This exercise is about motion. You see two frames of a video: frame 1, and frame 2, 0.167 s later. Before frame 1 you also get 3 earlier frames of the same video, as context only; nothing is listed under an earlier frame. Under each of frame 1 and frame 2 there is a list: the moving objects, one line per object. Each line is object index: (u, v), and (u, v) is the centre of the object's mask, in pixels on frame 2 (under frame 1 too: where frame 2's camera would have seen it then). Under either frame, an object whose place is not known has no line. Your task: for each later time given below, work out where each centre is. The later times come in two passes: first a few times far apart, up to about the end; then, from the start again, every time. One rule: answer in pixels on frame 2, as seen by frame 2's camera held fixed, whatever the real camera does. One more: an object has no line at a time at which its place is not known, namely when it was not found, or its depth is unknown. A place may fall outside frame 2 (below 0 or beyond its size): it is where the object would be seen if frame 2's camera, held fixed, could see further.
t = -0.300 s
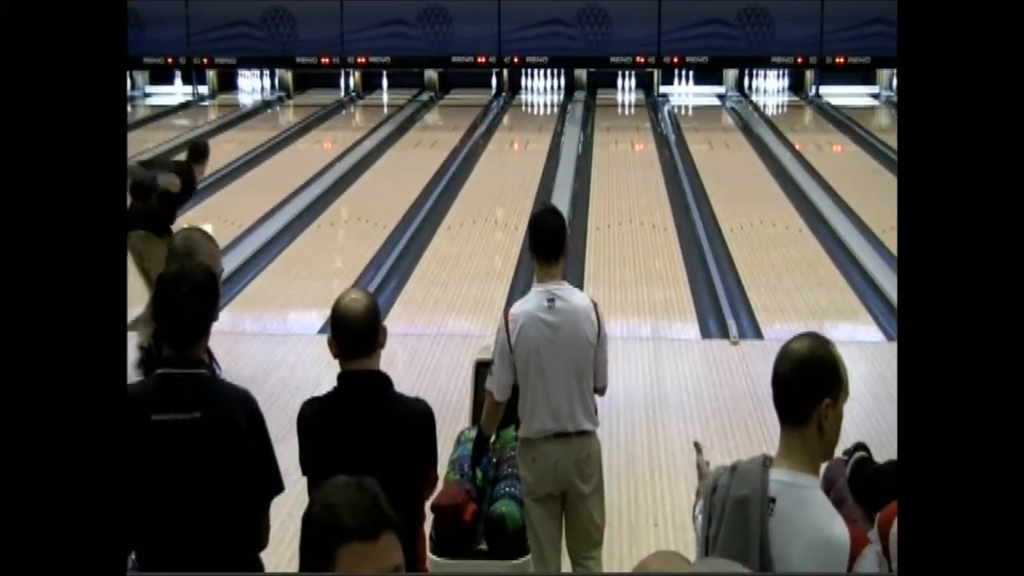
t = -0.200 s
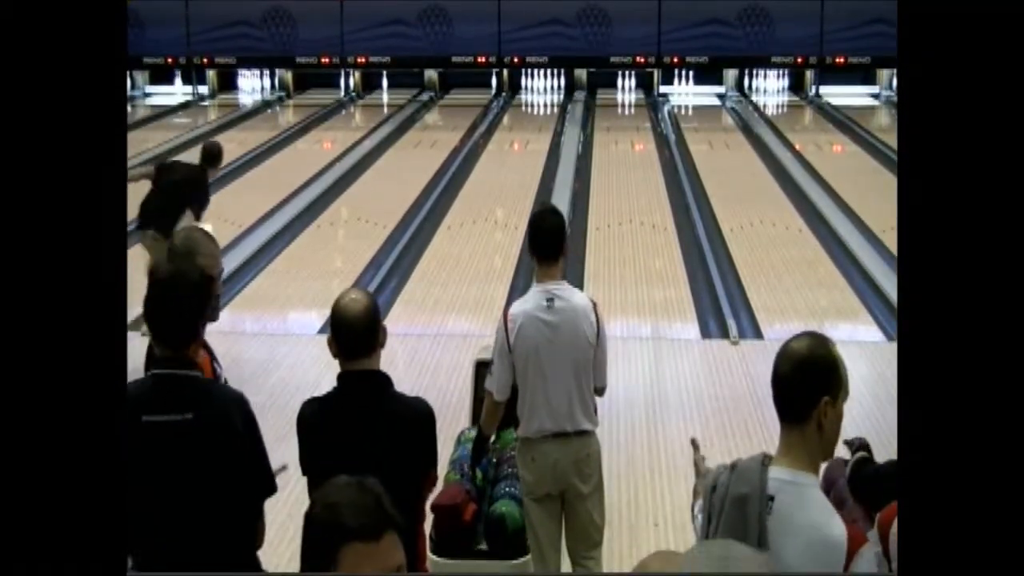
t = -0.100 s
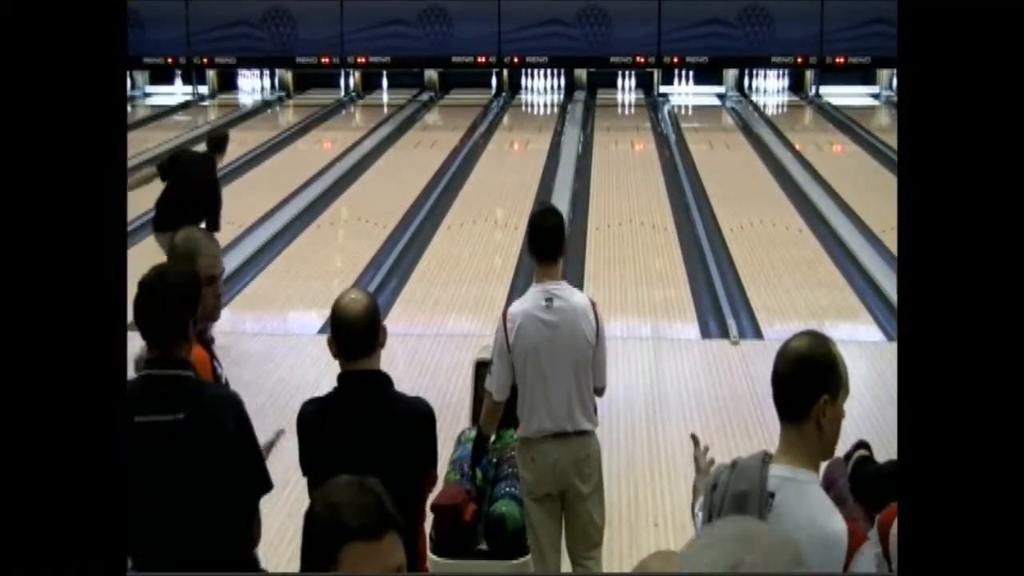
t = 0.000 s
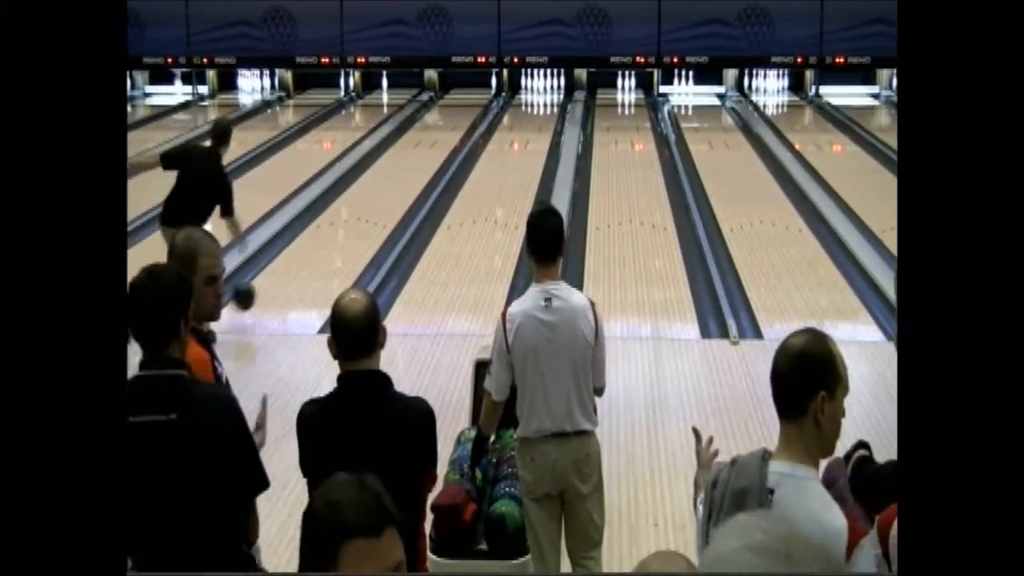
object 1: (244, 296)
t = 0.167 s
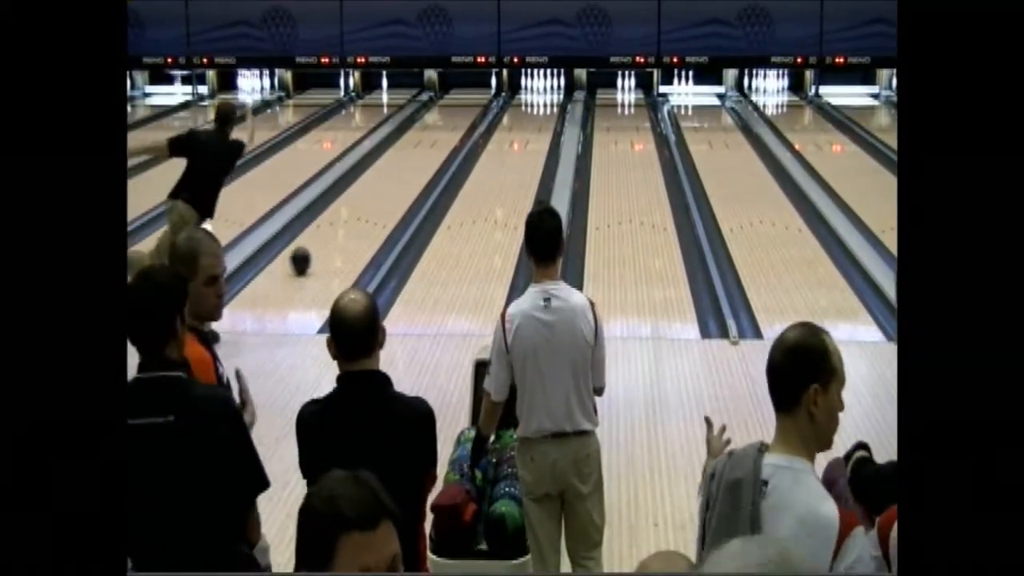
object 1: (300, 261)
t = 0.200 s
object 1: (310, 253)
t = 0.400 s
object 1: (358, 210)
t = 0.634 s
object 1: (399, 174)
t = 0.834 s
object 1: (426, 149)
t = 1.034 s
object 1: (448, 130)
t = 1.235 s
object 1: (465, 114)
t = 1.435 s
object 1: (480, 101)
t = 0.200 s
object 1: (310, 253)
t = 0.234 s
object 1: (319, 245)
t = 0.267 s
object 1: (327, 237)
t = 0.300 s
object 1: (336, 230)
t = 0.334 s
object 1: (343, 223)
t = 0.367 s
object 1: (351, 217)
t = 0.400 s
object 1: (358, 210)
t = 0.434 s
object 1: (365, 205)
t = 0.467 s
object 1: (371, 199)
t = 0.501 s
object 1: (377, 193)
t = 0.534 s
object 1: (383, 188)
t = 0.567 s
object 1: (389, 183)
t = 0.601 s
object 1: (394, 178)
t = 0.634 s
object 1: (399, 174)
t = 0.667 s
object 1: (404, 169)
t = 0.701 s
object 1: (409, 165)
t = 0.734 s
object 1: (414, 161)
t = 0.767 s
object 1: (418, 157)
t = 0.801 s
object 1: (422, 153)
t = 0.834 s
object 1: (426, 149)
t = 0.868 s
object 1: (430, 147)
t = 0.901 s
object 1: (434, 143)
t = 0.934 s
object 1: (438, 139)
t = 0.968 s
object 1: (441, 136)
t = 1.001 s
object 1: (445, 133)
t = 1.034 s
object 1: (448, 130)
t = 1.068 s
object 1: (451, 127)
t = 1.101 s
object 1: (454, 125)
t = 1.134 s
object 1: (457, 122)
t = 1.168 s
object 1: (460, 119)
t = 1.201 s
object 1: (463, 117)
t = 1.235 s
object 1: (465, 114)
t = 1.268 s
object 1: (468, 112)
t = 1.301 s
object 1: (470, 109)
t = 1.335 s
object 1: (472, 107)
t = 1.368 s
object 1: (475, 105)
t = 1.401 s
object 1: (477, 103)
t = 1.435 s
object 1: (480, 101)
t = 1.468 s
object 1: (481, 99)
